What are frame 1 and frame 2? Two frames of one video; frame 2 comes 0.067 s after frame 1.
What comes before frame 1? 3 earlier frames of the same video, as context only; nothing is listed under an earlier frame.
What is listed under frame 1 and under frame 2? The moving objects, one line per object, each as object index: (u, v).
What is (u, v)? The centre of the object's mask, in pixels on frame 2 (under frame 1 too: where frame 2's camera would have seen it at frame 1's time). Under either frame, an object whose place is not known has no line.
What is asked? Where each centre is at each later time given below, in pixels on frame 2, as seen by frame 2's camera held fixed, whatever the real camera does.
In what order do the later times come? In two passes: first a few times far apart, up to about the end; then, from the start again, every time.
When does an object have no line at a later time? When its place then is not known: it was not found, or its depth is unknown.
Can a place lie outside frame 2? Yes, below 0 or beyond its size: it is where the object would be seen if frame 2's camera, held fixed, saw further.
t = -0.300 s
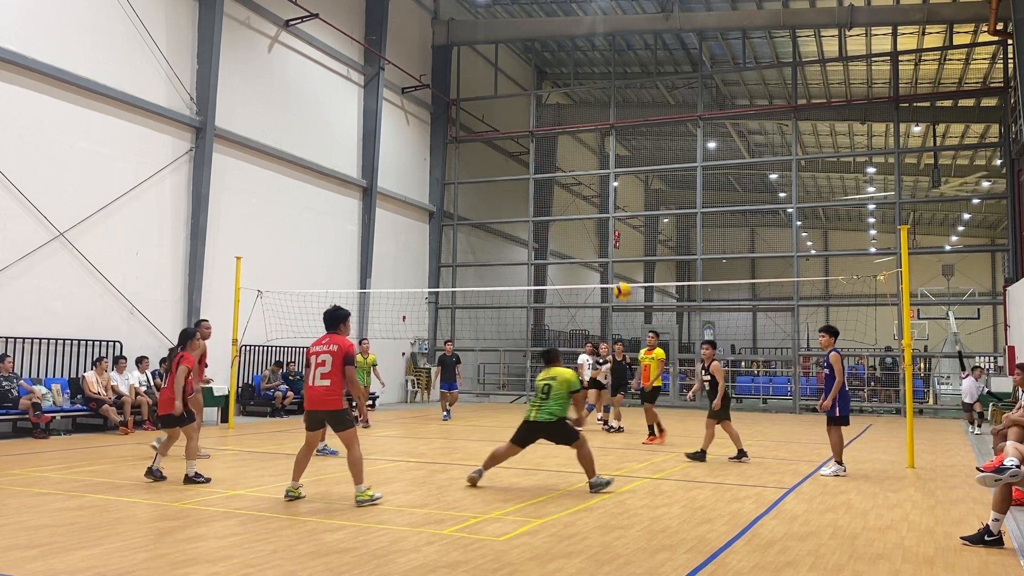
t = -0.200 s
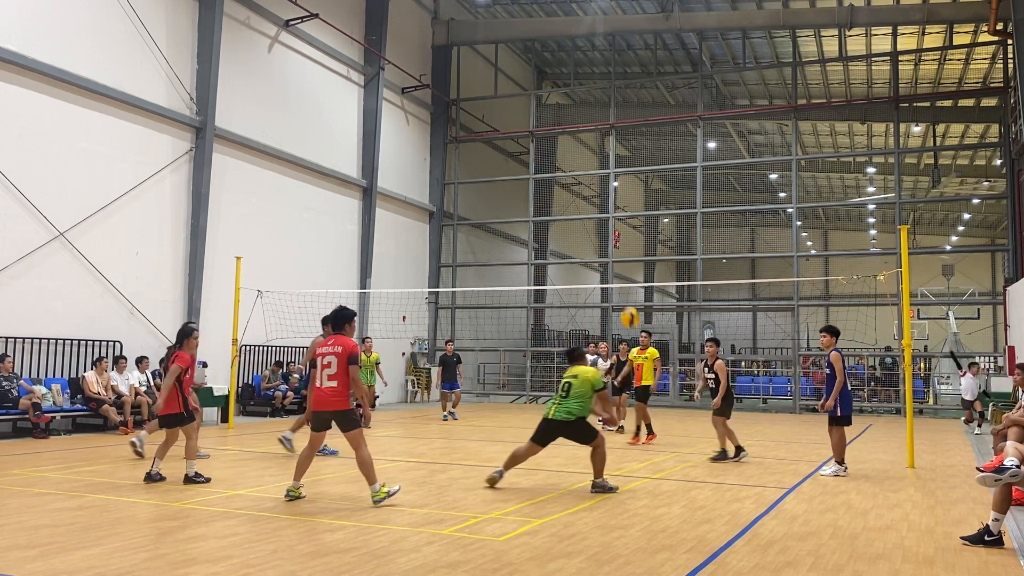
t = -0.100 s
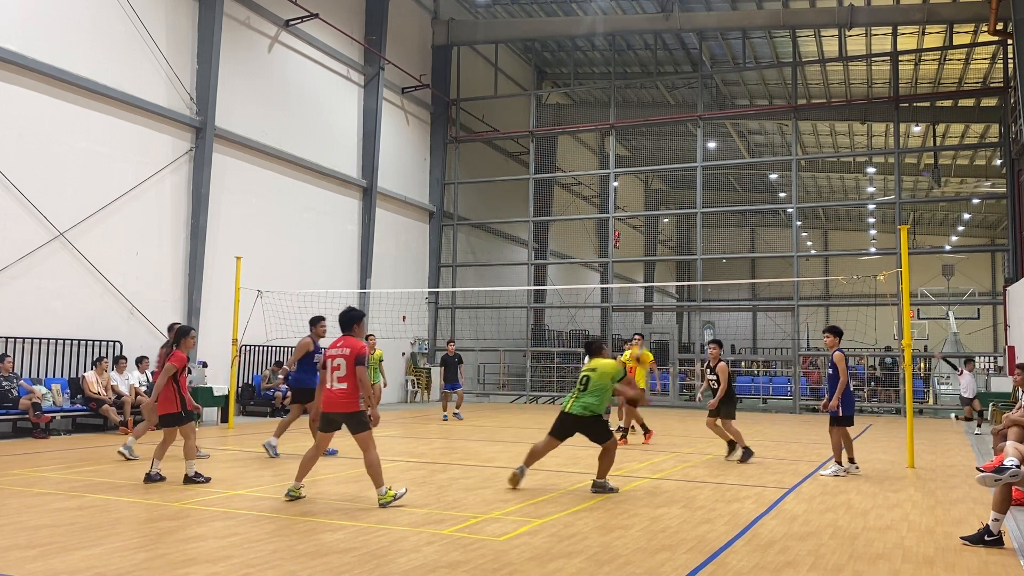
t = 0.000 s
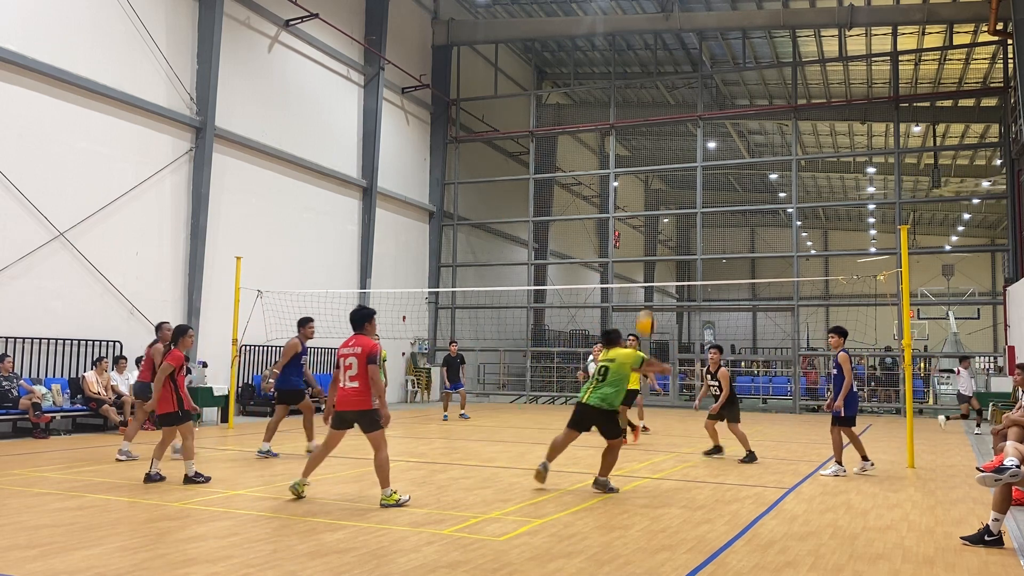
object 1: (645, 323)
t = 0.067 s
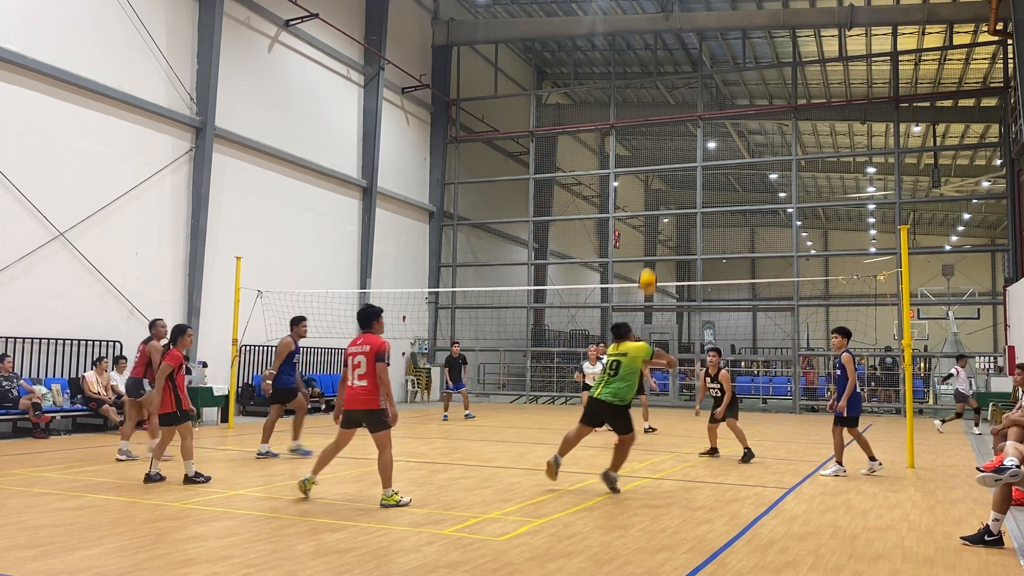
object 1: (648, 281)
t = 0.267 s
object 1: (653, 186)
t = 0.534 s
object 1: (659, 124)
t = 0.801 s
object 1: (663, 125)
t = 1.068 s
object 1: (667, 179)
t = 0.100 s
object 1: (648, 262)
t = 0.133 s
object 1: (649, 244)
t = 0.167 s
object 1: (650, 227)
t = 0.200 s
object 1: (651, 212)
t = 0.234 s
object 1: (653, 198)
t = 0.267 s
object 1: (653, 186)
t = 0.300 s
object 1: (654, 174)
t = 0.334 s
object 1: (655, 164)
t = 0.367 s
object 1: (656, 154)
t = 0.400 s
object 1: (657, 146)
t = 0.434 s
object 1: (657, 139)
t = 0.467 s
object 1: (658, 132)
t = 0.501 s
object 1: (659, 128)
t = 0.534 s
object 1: (659, 124)
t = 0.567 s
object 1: (660, 120)
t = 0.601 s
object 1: (661, 118)
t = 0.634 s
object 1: (661, 117)
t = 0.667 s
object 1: (662, 117)
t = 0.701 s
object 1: (662, 118)
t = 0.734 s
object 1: (663, 119)
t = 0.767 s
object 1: (663, 121)
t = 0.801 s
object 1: (663, 125)
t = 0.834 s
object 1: (664, 128)
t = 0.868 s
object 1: (665, 133)
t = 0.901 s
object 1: (665, 139)
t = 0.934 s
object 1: (666, 145)
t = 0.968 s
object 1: (666, 153)
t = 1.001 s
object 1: (666, 161)
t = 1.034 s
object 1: (667, 170)
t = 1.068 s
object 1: (667, 179)
